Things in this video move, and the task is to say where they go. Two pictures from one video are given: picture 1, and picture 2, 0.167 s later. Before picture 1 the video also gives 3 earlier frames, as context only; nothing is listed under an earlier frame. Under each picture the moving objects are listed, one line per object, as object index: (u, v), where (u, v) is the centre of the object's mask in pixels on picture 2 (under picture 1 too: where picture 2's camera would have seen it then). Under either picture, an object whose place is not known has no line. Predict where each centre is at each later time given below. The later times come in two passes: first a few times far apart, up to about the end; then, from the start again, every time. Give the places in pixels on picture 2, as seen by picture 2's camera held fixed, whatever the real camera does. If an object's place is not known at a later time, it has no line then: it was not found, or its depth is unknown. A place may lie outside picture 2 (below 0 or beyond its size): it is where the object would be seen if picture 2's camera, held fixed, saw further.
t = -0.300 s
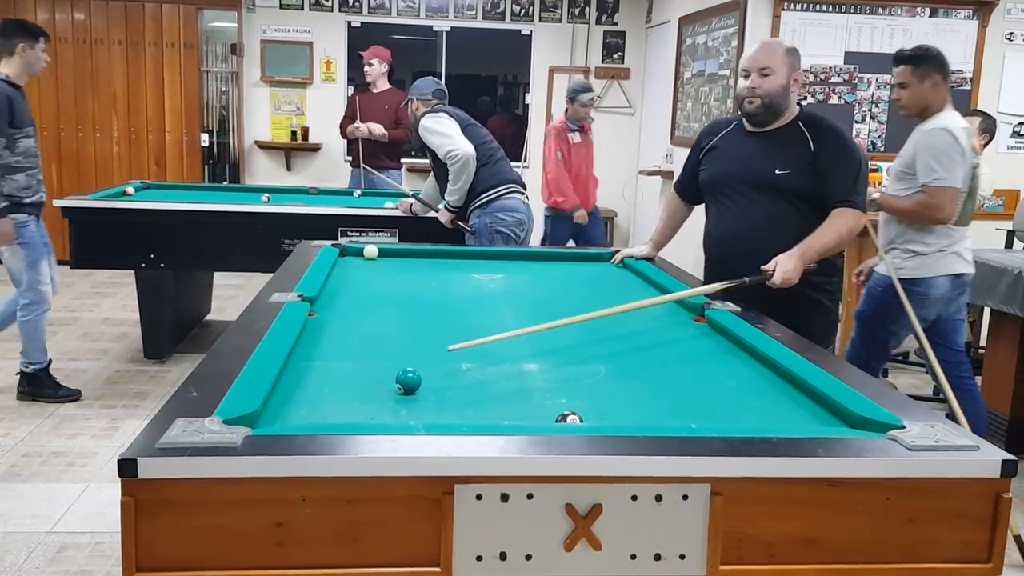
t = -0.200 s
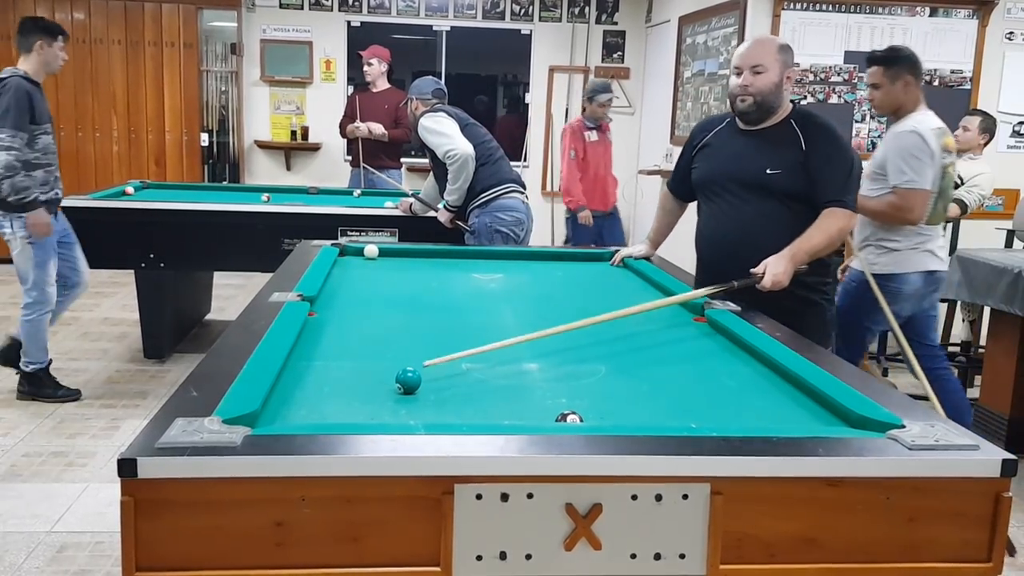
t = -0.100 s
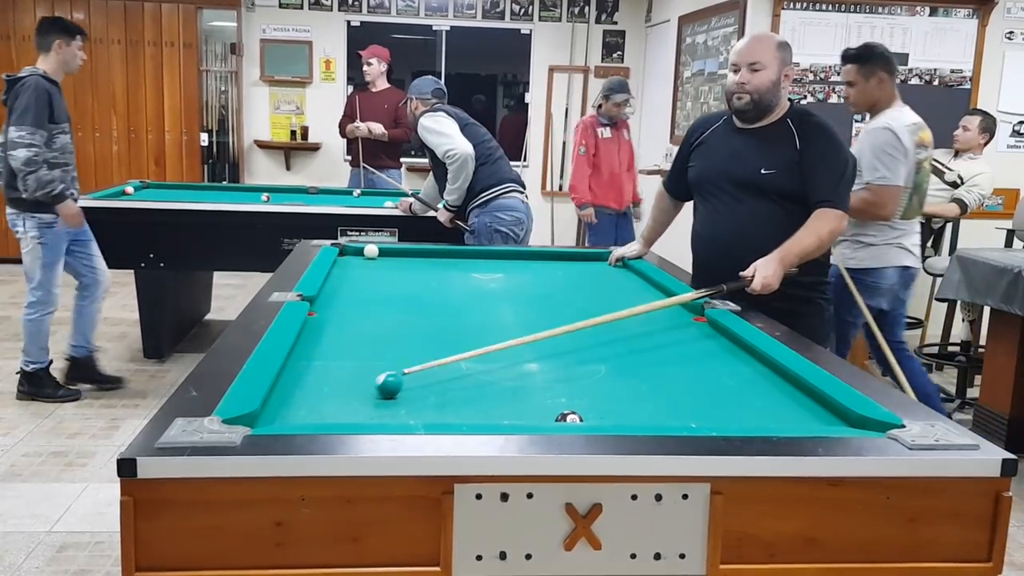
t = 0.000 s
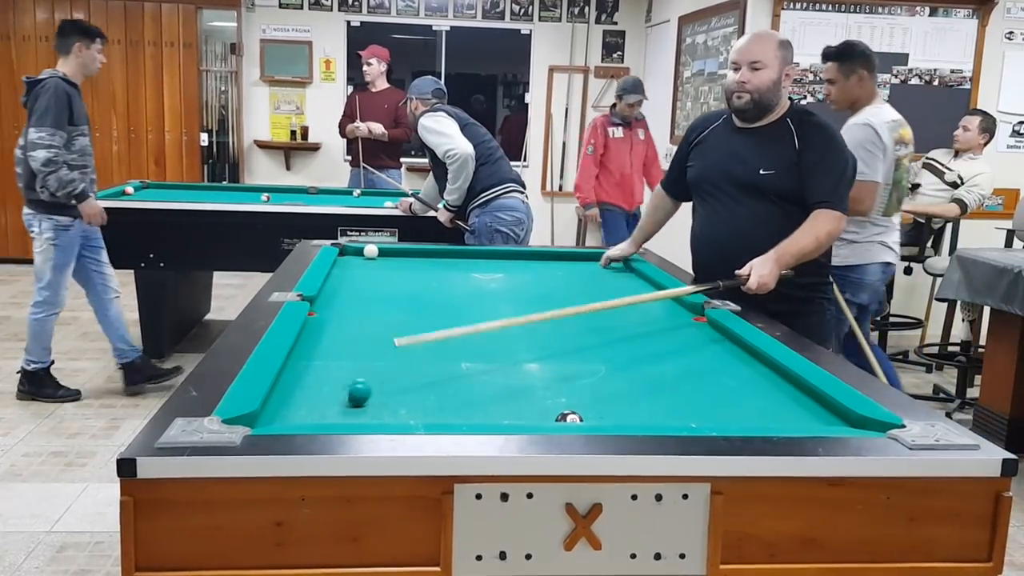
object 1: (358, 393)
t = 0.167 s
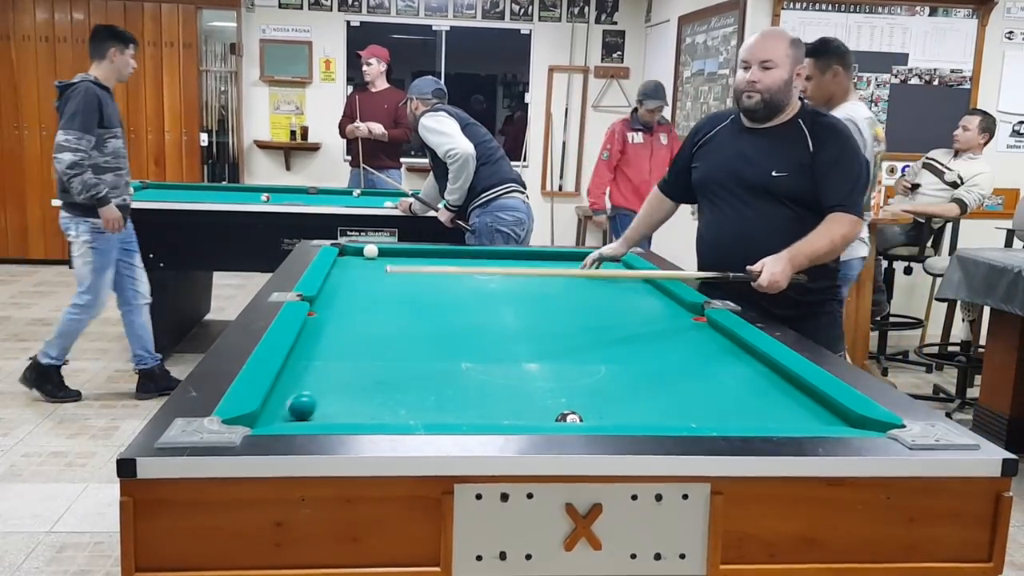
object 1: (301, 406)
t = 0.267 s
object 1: (275, 412)
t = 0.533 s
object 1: (311, 416)
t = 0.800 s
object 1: (341, 412)
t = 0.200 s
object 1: (289, 409)
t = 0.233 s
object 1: (277, 410)
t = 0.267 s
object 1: (275, 412)
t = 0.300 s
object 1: (280, 412)
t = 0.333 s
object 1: (285, 413)
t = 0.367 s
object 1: (290, 414)
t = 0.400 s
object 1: (294, 415)
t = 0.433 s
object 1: (298, 415)
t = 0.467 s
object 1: (303, 416)
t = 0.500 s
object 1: (307, 417)
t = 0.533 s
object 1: (311, 416)
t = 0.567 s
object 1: (316, 415)
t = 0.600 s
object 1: (319, 414)
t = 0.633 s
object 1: (323, 414)
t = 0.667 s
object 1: (327, 414)
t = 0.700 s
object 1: (331, 413)
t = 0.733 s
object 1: (335, 413)
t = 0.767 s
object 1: (338, 412)
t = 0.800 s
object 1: (341, 412)
